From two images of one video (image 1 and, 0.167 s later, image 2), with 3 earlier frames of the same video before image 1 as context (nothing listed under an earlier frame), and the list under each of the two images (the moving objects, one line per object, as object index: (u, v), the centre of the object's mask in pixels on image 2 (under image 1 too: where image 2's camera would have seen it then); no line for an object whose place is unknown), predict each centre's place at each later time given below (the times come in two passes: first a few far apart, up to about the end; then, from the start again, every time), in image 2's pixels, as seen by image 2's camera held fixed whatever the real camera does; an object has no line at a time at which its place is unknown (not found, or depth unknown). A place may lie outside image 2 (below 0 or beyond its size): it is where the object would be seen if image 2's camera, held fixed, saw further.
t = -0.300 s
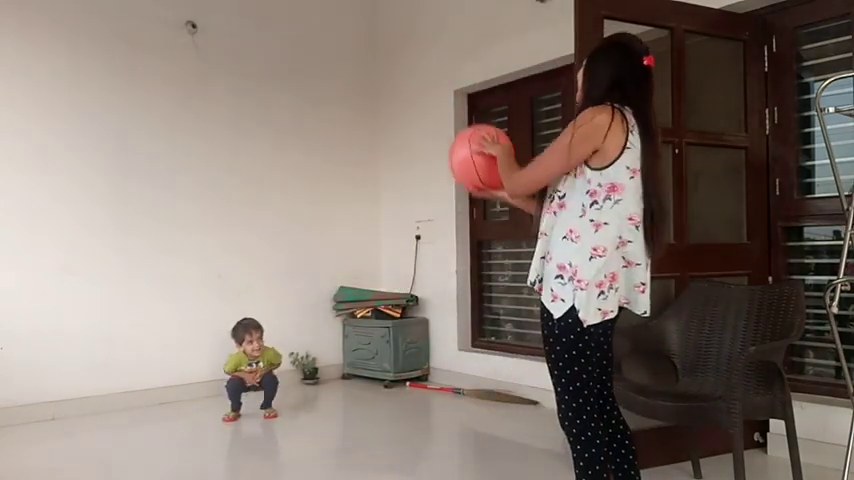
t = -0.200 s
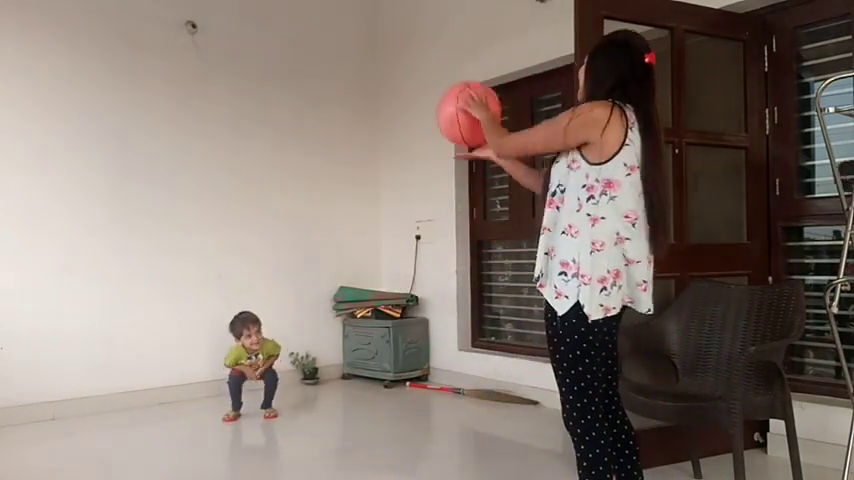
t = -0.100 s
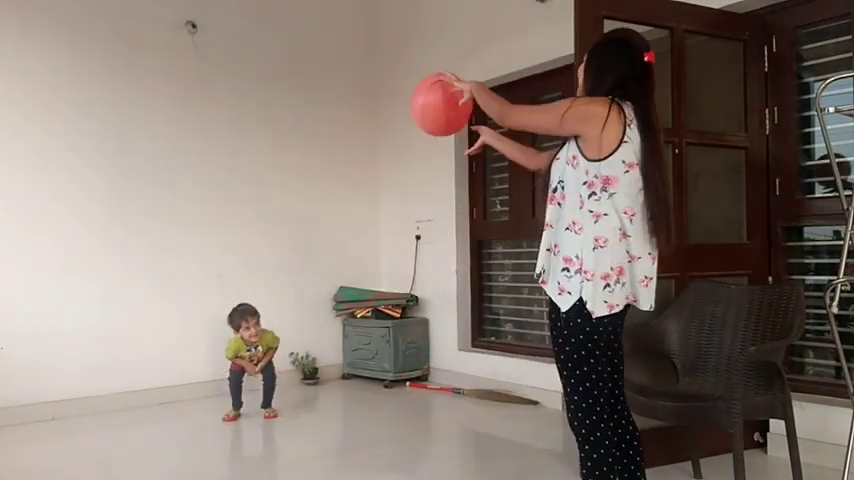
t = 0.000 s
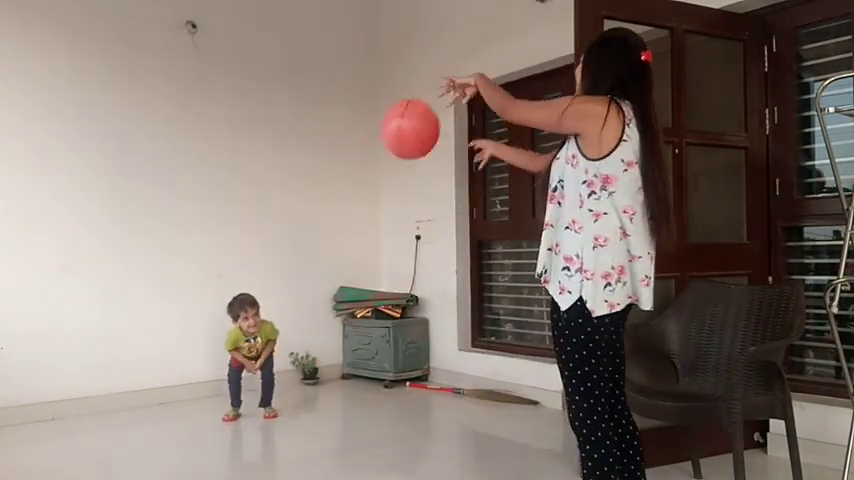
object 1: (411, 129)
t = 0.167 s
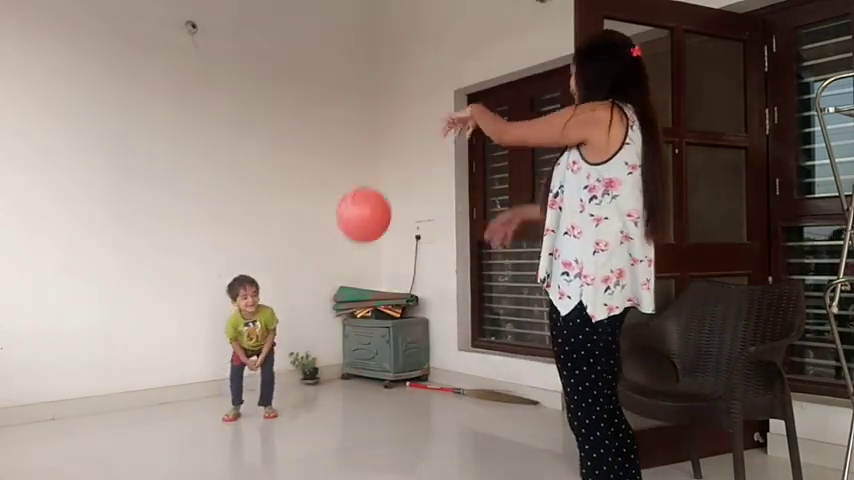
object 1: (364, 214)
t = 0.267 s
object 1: (339, 290)
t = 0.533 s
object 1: (295, 351)
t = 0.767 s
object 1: (284, 244)
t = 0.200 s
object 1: (355, 238)
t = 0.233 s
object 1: (346, 263)
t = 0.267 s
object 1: (339, 290)
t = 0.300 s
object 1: (331, 318)
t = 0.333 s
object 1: (323, 348)
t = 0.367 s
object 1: (315, 379)
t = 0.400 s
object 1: (308, 412)
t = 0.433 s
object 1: (302, 436)
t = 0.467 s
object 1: (300, 405)
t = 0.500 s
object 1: (298, 376)
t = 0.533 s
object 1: (295, 351)
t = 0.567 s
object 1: (293, 328)
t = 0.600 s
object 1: (291, 309)
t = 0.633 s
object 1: (289, 291)
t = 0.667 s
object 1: (288, 276)
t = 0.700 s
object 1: (286, 263)
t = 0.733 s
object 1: (285, 253)
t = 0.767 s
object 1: (284, 244)
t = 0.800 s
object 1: (282, 238)
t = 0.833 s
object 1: (282, 235)
